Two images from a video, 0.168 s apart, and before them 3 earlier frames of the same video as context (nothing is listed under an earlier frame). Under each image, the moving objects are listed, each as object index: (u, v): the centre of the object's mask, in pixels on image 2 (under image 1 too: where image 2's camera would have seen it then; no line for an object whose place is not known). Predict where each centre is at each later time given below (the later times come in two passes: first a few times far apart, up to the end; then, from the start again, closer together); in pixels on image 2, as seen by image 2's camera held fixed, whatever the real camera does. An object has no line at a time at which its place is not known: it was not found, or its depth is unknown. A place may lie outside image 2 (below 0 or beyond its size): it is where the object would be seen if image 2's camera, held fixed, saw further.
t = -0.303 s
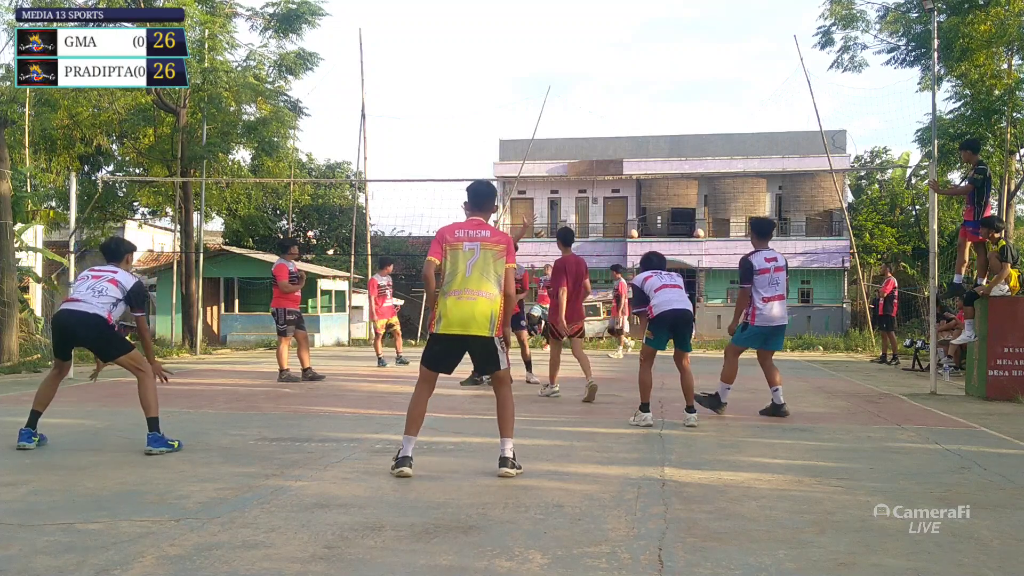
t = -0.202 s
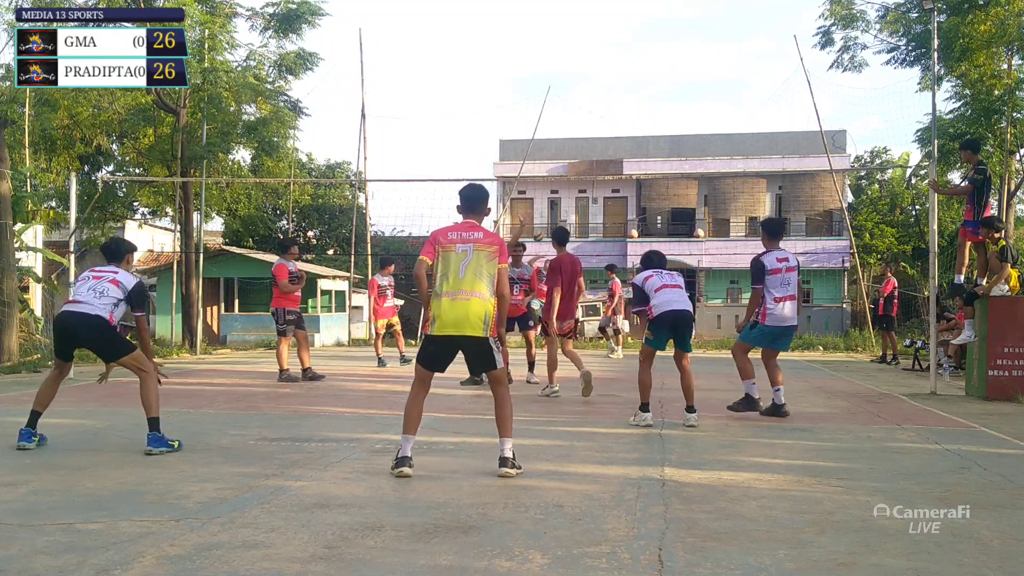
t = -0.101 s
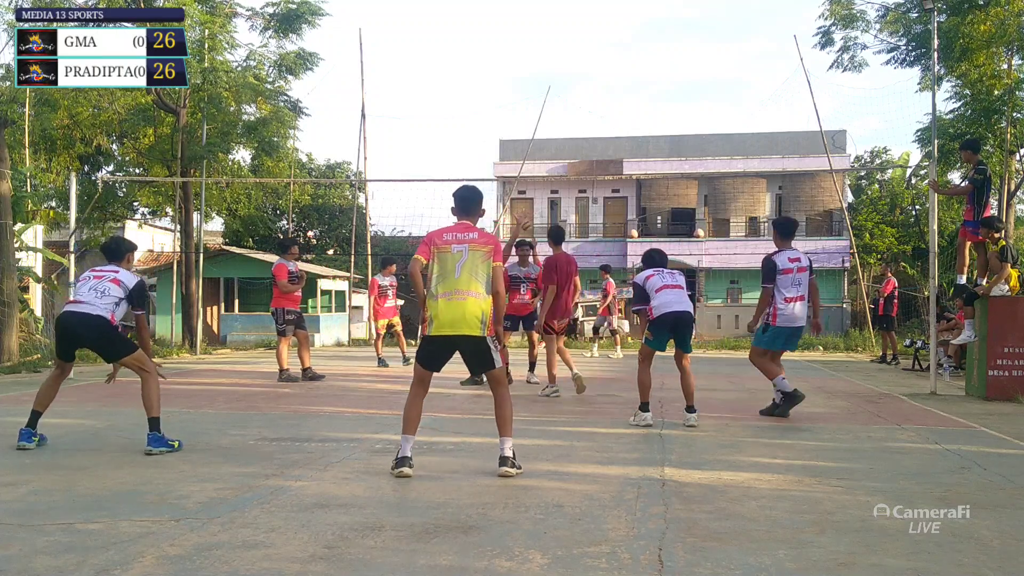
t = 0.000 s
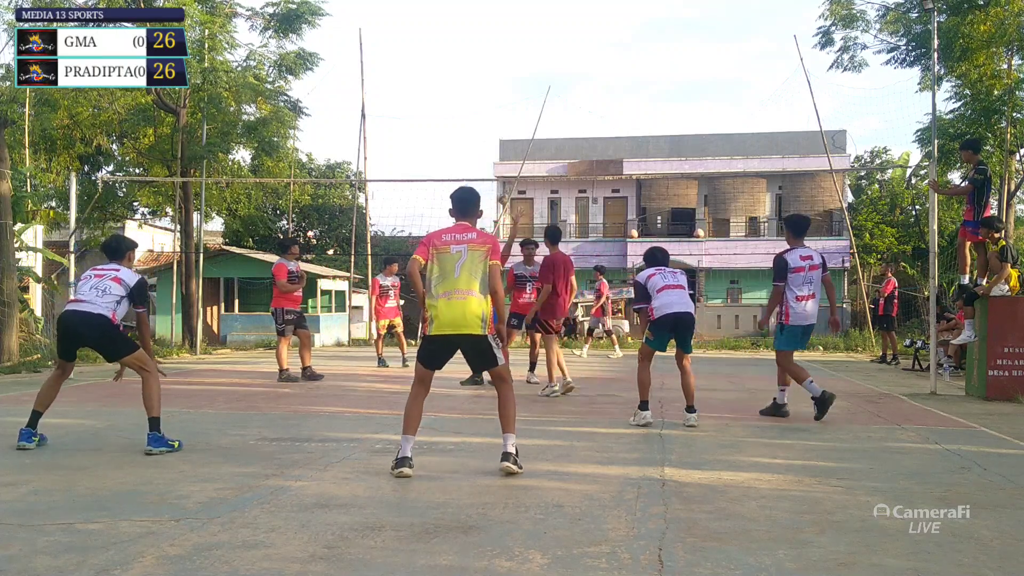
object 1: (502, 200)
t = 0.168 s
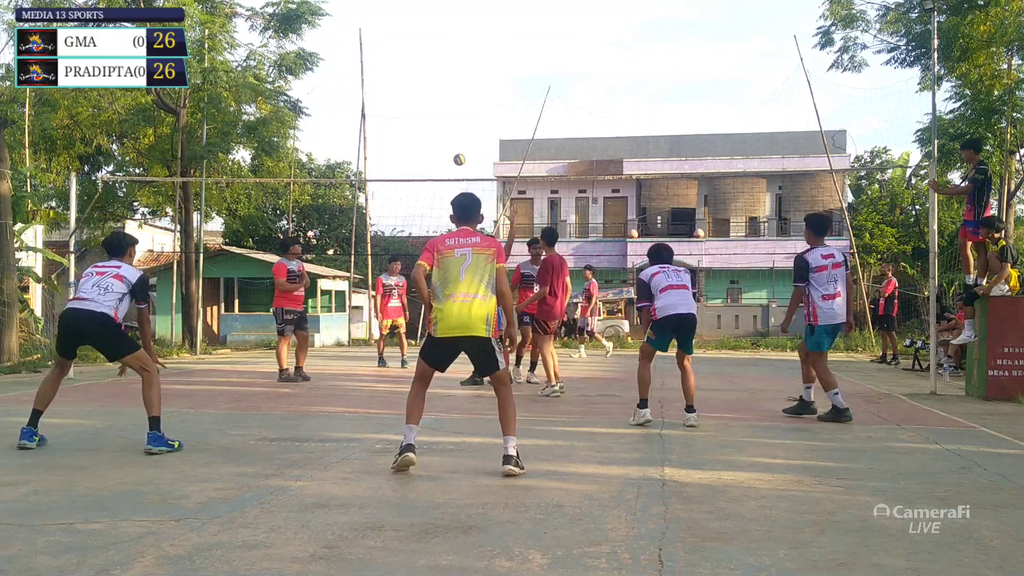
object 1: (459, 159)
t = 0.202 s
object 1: (449, 152)
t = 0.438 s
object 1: (374, 116)
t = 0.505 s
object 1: (349, 111)
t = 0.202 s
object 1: (449, 152)
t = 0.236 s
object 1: (439, 146)
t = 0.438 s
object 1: (374, 116)
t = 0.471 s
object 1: (362, 113)
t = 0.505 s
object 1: (349, 111)
